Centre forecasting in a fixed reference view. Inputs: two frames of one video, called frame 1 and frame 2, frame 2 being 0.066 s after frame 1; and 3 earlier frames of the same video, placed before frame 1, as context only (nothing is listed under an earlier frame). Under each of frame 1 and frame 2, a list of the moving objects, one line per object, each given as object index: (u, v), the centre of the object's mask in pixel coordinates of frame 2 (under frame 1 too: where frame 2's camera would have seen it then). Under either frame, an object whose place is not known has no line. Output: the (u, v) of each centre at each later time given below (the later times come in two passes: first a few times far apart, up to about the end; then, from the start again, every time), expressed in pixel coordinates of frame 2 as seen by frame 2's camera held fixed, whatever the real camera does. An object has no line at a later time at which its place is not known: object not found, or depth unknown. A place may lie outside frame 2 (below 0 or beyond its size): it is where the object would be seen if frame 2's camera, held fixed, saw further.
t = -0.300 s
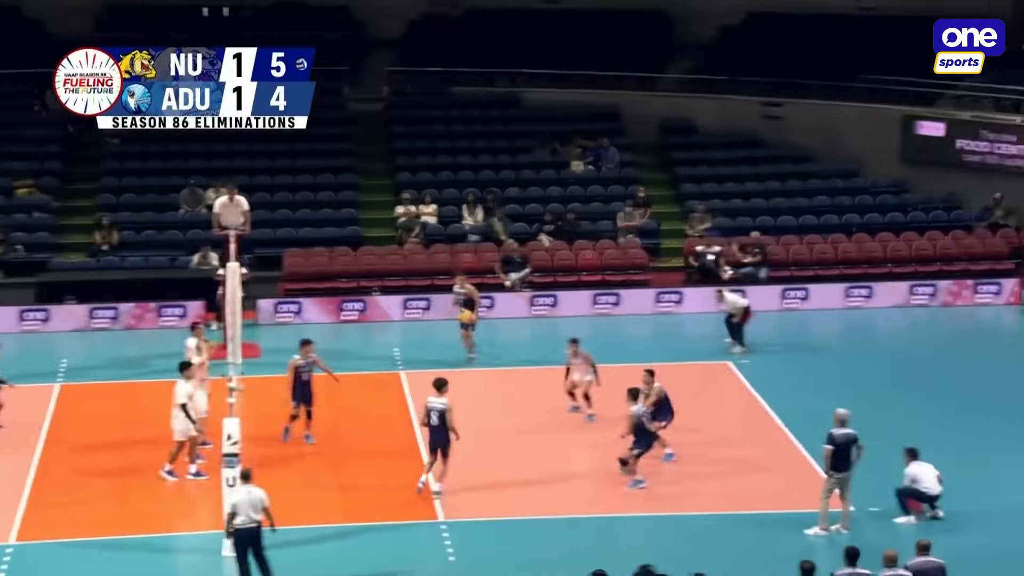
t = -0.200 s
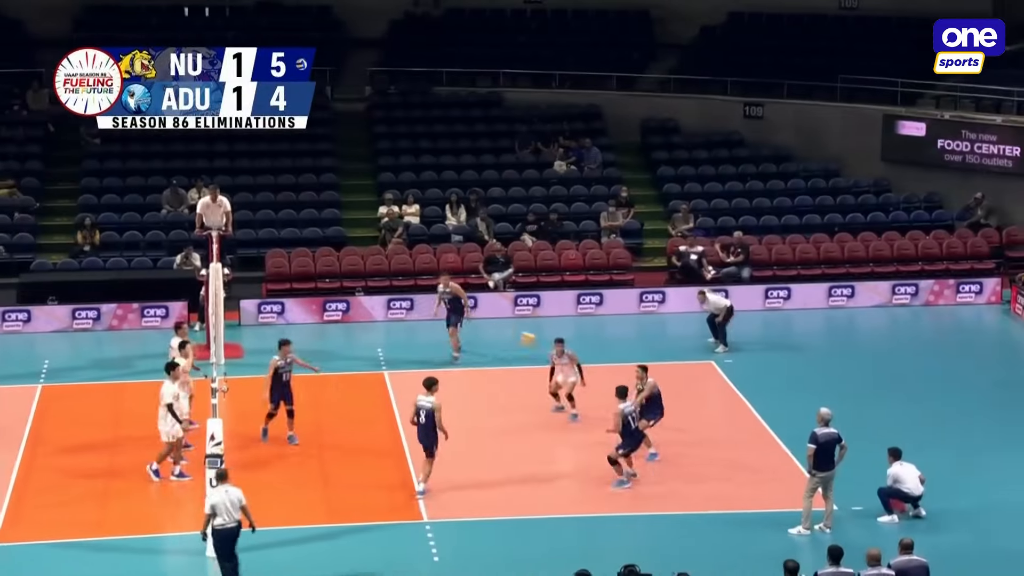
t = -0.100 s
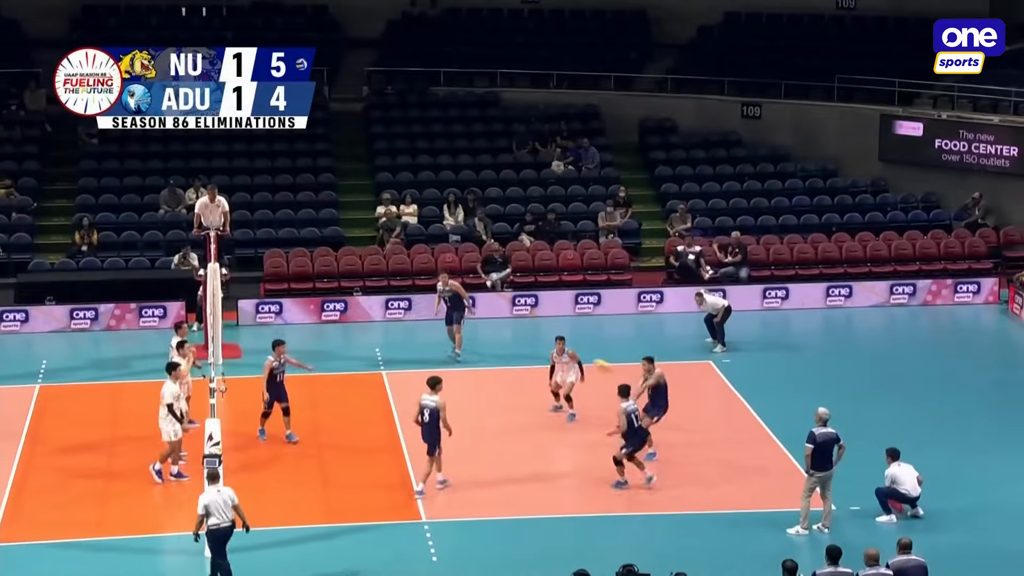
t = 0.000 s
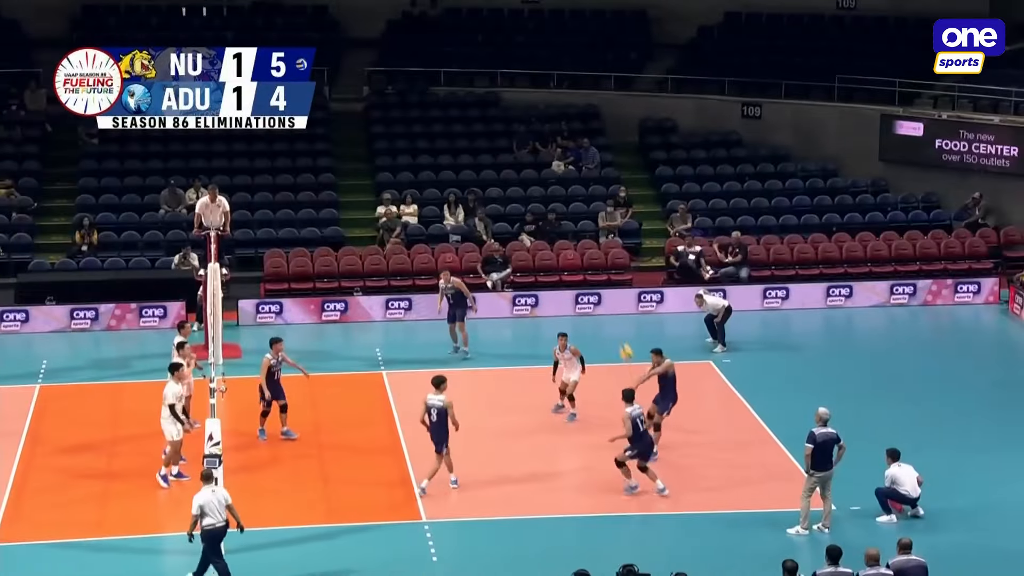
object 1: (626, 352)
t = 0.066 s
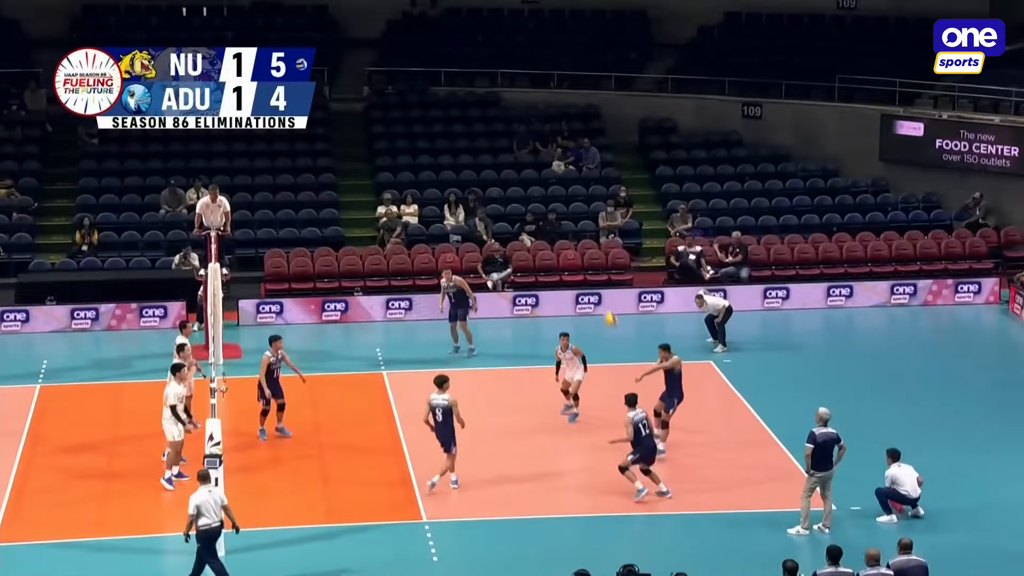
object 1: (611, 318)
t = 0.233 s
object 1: (571, 248)
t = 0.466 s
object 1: (518, 176)
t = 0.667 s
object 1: (472, 142)
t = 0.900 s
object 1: (420, 135)
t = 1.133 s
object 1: (367, 162)
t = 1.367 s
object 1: (316, 223)
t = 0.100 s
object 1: (602, 302)
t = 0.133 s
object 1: (594, 288)
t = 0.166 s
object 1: (587, 274)
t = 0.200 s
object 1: (579, 261)
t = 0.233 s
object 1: (571, 248)
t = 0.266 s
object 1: (563, 235)
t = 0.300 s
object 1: (555, 224)
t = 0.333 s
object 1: (548, 213)
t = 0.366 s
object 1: (540, 203)
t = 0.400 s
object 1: (533, 194)
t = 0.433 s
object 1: (525, 184)
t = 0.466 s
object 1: (518, 176)
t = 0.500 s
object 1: (510, 169)
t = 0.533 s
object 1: (503, 162)
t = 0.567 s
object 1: (495, 156)
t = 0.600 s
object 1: (488, 151)
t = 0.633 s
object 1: (480, 146)
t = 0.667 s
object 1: (472, 142)
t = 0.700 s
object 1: (465, 139)
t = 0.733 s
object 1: (457, 137)
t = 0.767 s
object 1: (450, 135)
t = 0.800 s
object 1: (442, 134)
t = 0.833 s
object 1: (435, 133)
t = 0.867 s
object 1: (427, 134)
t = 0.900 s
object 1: (420, 135)
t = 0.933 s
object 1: (412, 137)
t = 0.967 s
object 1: (405, 139)
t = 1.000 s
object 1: (397, 142)
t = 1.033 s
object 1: (390, 146)
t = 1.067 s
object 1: (382, 151)
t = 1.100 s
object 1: (375, 156)
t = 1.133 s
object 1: (367, 162)
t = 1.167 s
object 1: (360, 169)
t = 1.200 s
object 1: (352, 176)
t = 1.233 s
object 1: (345, 184)
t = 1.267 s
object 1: (338, 193)
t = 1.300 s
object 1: (330, 201)
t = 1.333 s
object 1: (323, 212)
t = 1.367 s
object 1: (316, 223)
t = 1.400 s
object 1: (309, 234)
